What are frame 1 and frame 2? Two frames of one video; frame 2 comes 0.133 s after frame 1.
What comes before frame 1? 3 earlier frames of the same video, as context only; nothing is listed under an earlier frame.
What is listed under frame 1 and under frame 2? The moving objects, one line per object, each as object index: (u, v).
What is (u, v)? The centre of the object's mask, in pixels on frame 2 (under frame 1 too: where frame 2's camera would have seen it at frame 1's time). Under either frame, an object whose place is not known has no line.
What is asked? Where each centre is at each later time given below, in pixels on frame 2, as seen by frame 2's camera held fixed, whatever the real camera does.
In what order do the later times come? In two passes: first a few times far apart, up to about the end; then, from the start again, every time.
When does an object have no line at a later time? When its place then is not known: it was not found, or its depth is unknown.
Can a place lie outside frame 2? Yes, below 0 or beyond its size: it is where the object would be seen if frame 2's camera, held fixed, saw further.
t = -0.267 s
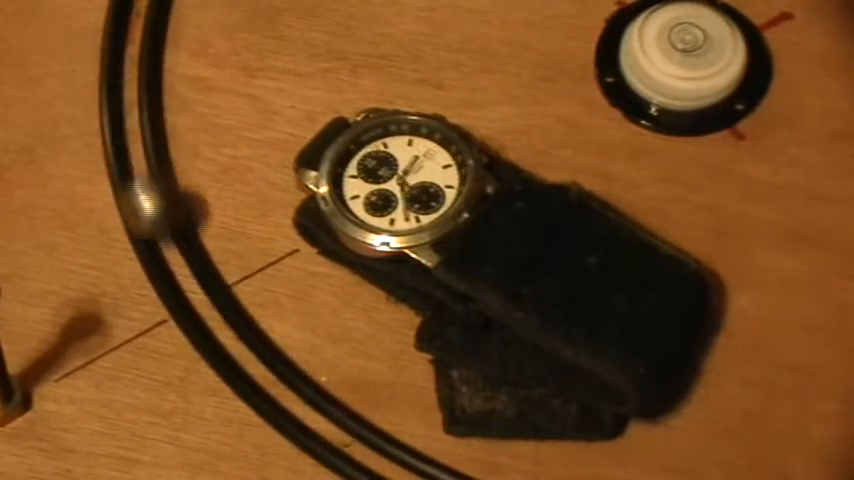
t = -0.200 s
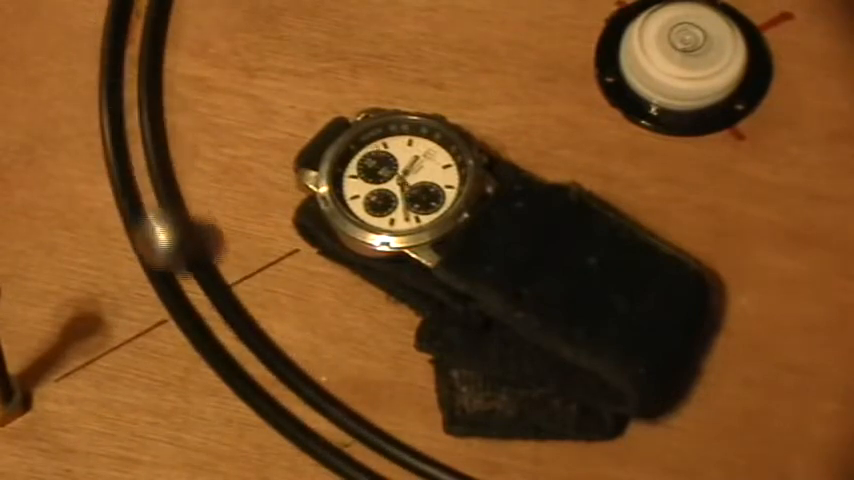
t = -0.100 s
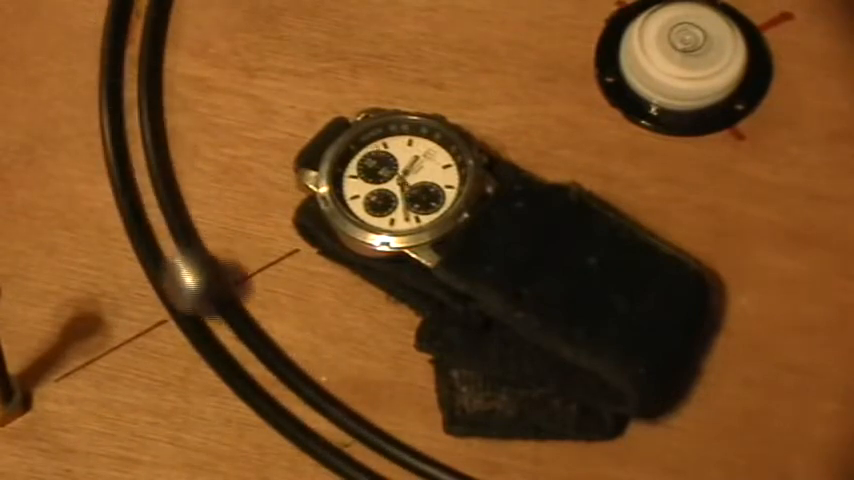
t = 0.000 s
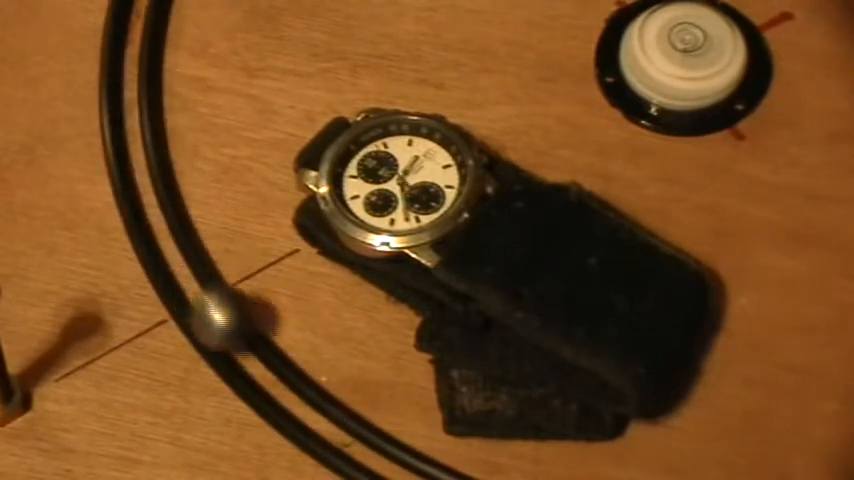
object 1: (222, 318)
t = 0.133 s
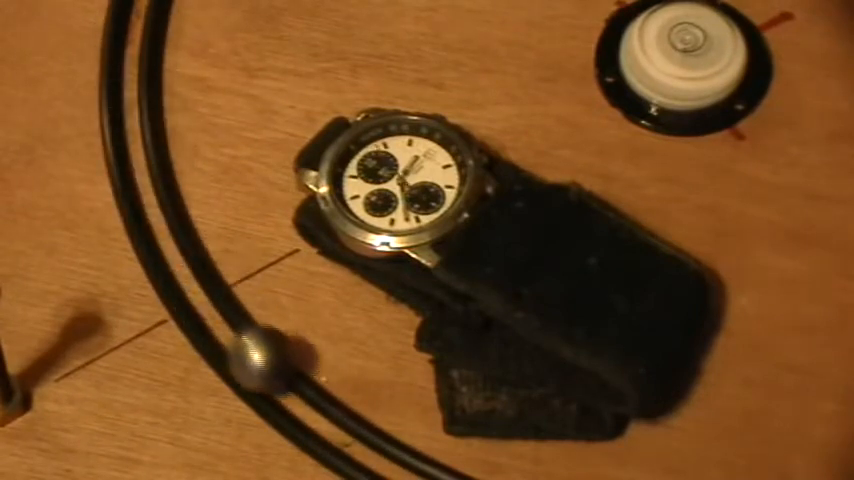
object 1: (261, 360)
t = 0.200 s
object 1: (279, 377)
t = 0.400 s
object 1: (327, 414)
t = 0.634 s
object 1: (365, 438)
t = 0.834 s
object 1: (379, 445)
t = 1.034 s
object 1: (378, 444)
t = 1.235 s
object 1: (360, 433)
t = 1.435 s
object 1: (334, 415)
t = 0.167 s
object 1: (272, 368)
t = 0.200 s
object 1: (279, 377)
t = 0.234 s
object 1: (288, 384)
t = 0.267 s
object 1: (297, 391)
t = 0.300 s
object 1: (304, 398)
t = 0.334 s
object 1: (312, 404)
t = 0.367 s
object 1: (319, 409)
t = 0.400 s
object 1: (327, 414)
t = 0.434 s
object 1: (333, 418)
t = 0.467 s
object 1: (342, 422)
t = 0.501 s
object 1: (347, 426)
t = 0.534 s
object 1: (353, 430)
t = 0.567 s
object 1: (357, 433)
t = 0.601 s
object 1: (362, 435)
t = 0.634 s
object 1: (365, 438)
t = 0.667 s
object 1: (369, 440)
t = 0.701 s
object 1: (372, 442)
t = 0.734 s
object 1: (375, 443)
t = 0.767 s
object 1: (376, 444)
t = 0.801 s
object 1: (378, 445)
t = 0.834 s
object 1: (379, 445)
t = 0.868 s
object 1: (380, 445)
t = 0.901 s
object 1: (380, 445)
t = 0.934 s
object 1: (380, 445)
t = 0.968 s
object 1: (380, 445)
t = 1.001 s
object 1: (379, 445)
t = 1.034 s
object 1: (378, 444)
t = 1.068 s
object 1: (376, 443)
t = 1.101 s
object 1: (374, 442)
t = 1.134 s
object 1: (372, 440)
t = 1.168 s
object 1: (367, 438)
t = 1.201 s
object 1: (364, 436)
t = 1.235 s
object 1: (360, 433)
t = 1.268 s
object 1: (356, 431)
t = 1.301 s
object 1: (352, 428)
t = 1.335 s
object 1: (348, 425)
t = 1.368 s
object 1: (343, 422)
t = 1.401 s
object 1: (339, 419)
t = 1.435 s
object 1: (334, 415)
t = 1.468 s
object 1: (328, 412)
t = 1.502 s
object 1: (322, 408)
